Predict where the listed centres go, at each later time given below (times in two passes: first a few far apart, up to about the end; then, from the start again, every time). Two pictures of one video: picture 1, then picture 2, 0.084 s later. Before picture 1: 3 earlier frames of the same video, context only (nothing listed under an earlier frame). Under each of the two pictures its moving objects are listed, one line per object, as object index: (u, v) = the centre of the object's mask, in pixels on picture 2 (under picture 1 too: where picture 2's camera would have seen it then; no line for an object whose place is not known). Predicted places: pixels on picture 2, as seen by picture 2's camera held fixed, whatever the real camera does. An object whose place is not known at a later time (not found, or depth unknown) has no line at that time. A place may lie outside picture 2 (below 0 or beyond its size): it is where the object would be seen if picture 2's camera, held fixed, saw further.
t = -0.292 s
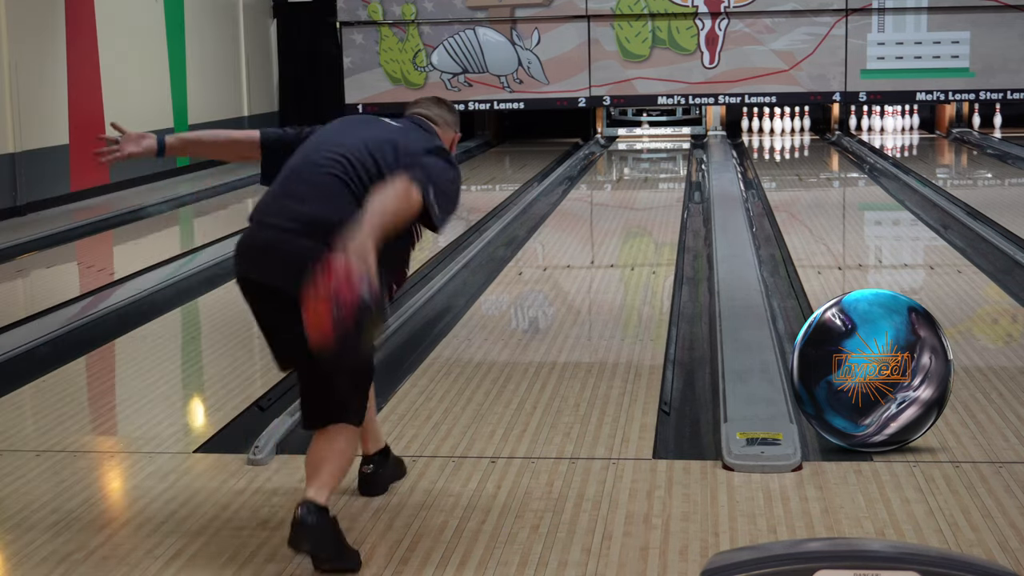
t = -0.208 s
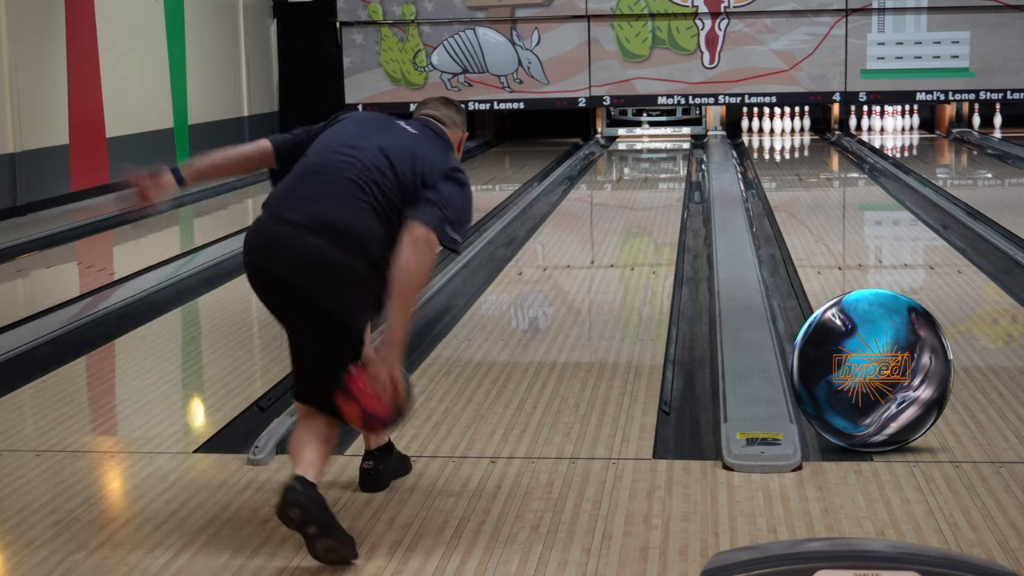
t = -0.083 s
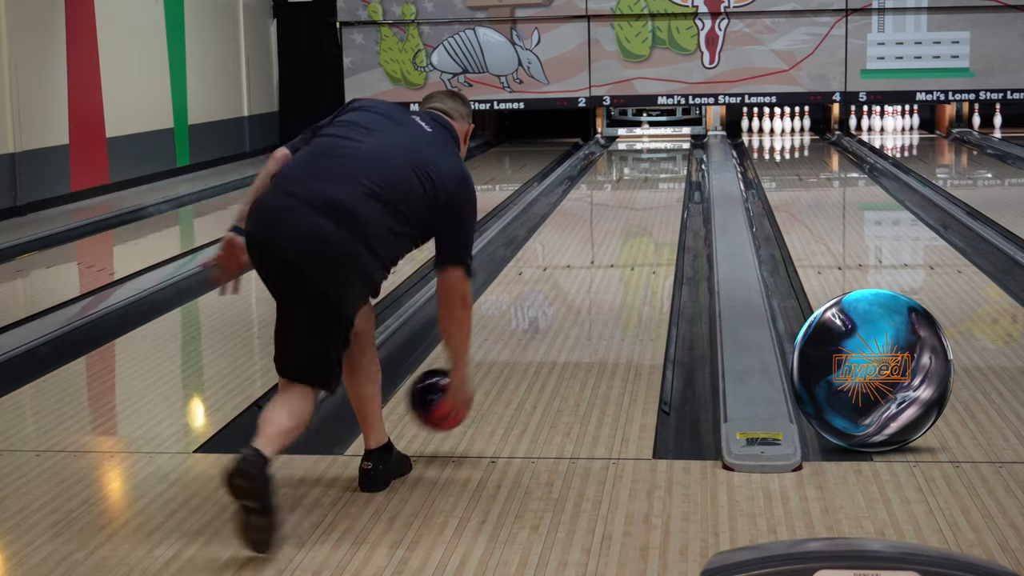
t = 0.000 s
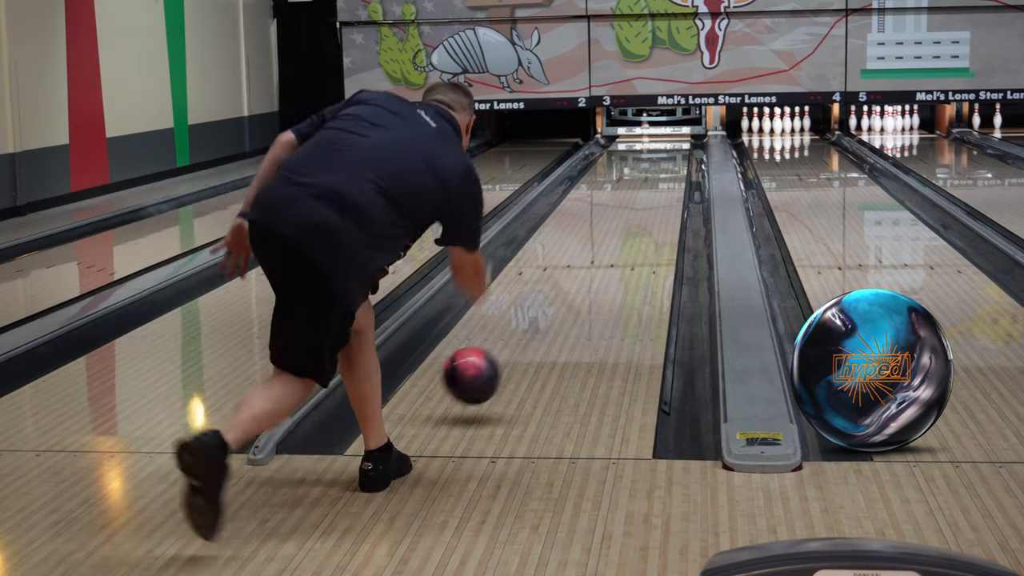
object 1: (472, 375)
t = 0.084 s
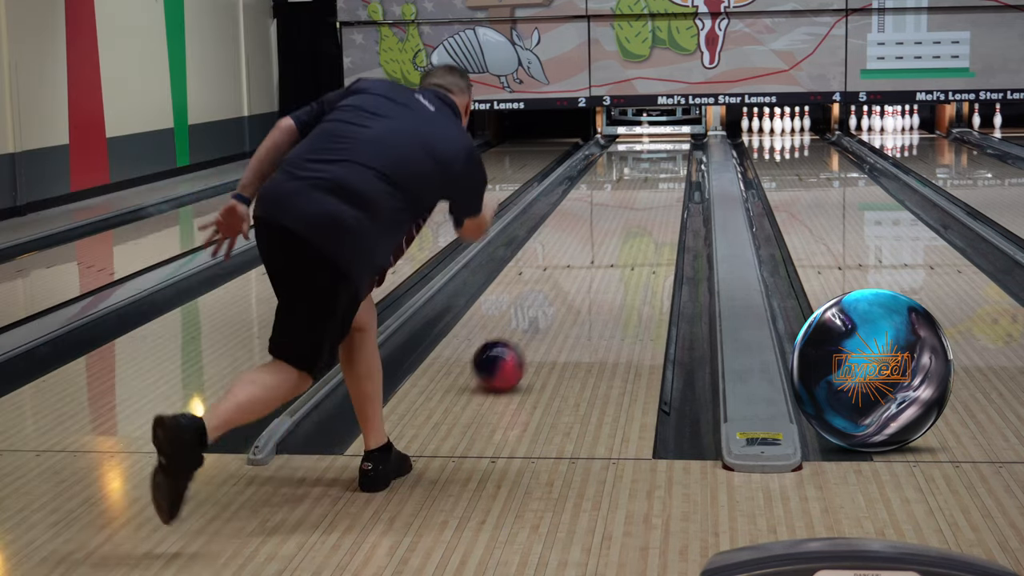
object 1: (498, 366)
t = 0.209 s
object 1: (530, 330)
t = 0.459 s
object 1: (577, 278)
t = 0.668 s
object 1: (604, 246)
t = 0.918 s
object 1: (629, 218)
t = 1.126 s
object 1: (644, 200)
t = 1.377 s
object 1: (657, 182)
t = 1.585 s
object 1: (666, 171)
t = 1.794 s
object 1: (672, 161)
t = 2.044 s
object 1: (674, 152)
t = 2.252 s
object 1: (672, 146)
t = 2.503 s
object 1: (662, 139)
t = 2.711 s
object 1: (654, 135)
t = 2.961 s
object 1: (645, 129)
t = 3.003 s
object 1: (643, 129)
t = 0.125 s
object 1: (509, 351)
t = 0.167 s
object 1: (520, 341)
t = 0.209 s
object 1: (530, 330)
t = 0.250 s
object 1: (539, 319)
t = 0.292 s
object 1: (548, 310)
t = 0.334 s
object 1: (556, 301)
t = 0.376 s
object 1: (563, 293)
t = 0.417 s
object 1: (570, 285)
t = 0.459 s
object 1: (577, 278)
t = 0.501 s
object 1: (583, 271)
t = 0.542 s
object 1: (589, 264)
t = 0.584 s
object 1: (594, 258)
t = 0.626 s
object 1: (599, 251)
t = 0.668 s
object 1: (604, 246)
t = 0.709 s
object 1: (609, 241)
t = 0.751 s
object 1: (613, 236)
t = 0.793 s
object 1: (618, 231)
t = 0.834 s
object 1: (621, 226)
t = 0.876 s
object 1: (625, 222)
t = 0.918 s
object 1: (629, 218)
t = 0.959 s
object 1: (631, 214)
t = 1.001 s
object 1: (635, 210)
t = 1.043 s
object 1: (638, 207)
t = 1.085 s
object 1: (641, 203)
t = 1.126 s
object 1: (644, 200)
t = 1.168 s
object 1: (646, 197)
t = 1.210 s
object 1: (649, 194)
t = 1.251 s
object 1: (651, 191)
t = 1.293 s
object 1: (653, 188)
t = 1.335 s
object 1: (655, 185)
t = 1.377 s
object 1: (657, 182)
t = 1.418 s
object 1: (660, 180)
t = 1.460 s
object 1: (661, 177)
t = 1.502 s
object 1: (663, 175)
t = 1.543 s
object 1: (664, 173)
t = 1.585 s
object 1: (666, 171)
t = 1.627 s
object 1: (668, 168)
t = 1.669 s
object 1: (669, 166)
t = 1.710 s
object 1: (670, 165)
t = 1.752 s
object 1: (671, 163)
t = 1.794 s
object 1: (672, 161)
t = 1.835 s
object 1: (673, 160)
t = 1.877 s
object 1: (673, 158)
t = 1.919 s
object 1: (674, 157)
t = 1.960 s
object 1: (674, 155)
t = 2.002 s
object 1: (674, 153)
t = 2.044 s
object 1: (674, 152)
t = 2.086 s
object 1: (674, 151)
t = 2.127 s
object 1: (674, 149)
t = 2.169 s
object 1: (673, 148)
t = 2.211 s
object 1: (672, 147)
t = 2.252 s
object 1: (672, 146)
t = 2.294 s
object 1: (671, 144)
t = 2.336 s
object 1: (669, 143)
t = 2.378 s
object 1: (668, 142)
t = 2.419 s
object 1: (666, 140)
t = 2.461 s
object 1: (664, 139)
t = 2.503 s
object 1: (662, 139)
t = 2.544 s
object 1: (661, 137)
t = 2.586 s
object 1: (659, 137)
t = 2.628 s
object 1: (657, 136)
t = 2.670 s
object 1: (656, 136)
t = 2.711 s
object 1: (654, 135)
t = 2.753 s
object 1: (652, 134)
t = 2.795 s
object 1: (651, 133)
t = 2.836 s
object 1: (649, 132)
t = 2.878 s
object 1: (648, 132)
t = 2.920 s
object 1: (646, 131)
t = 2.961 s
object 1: (645, 129)
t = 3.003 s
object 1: (643, 129)
